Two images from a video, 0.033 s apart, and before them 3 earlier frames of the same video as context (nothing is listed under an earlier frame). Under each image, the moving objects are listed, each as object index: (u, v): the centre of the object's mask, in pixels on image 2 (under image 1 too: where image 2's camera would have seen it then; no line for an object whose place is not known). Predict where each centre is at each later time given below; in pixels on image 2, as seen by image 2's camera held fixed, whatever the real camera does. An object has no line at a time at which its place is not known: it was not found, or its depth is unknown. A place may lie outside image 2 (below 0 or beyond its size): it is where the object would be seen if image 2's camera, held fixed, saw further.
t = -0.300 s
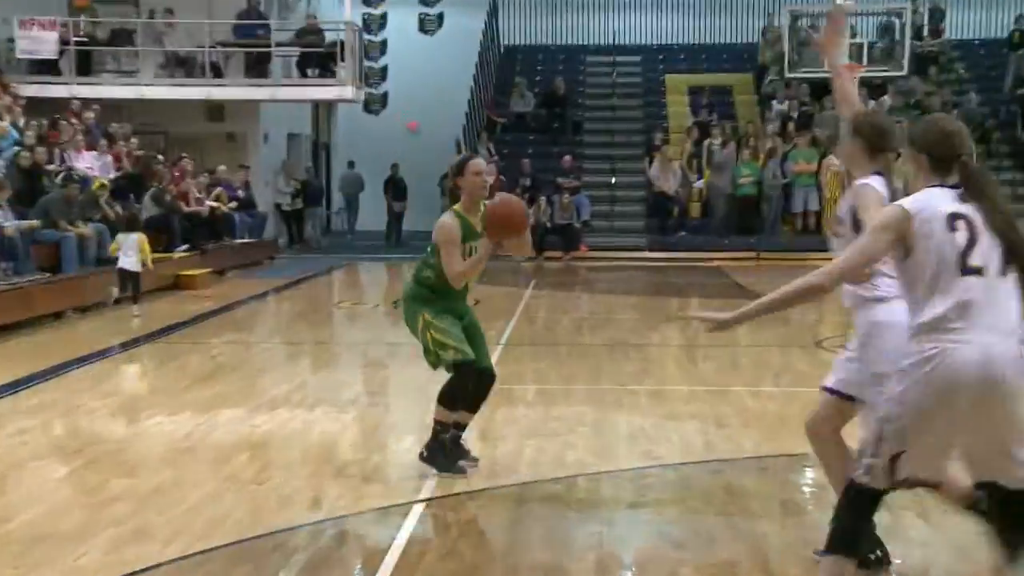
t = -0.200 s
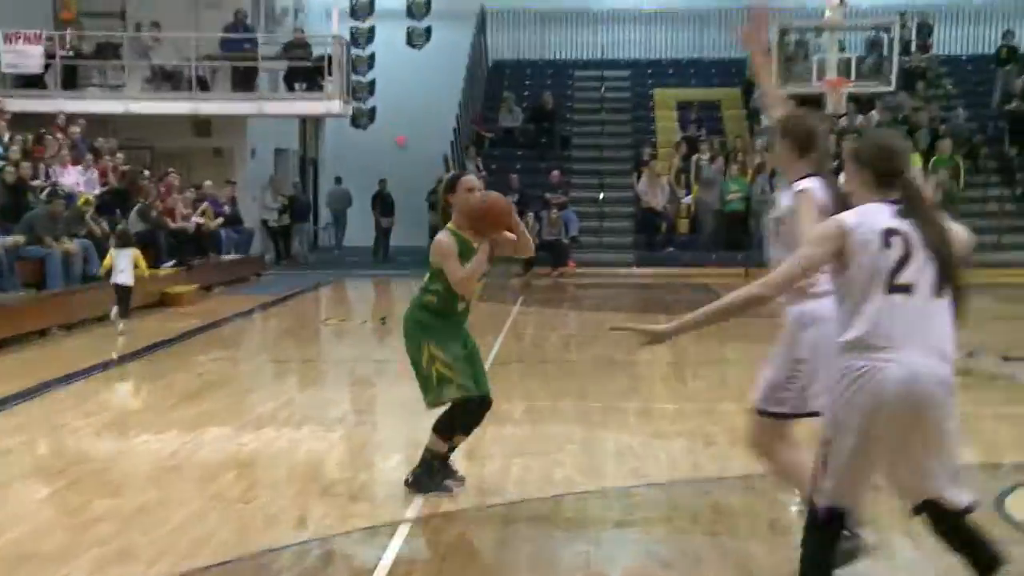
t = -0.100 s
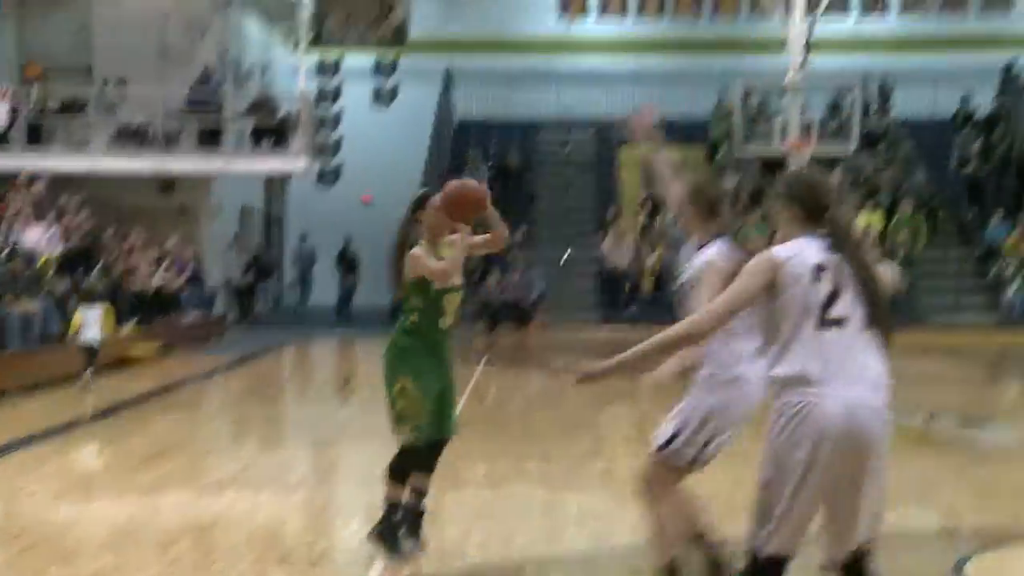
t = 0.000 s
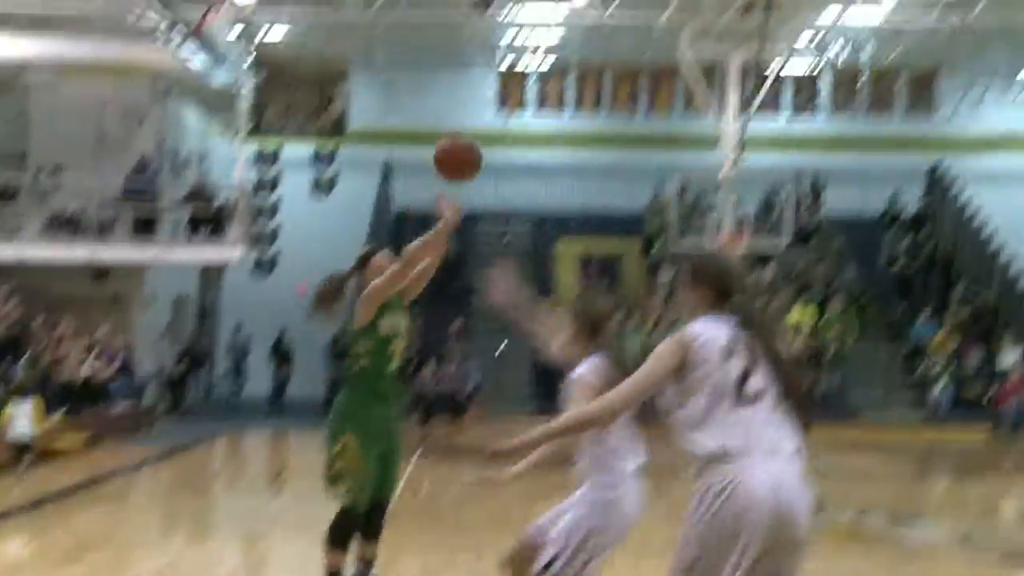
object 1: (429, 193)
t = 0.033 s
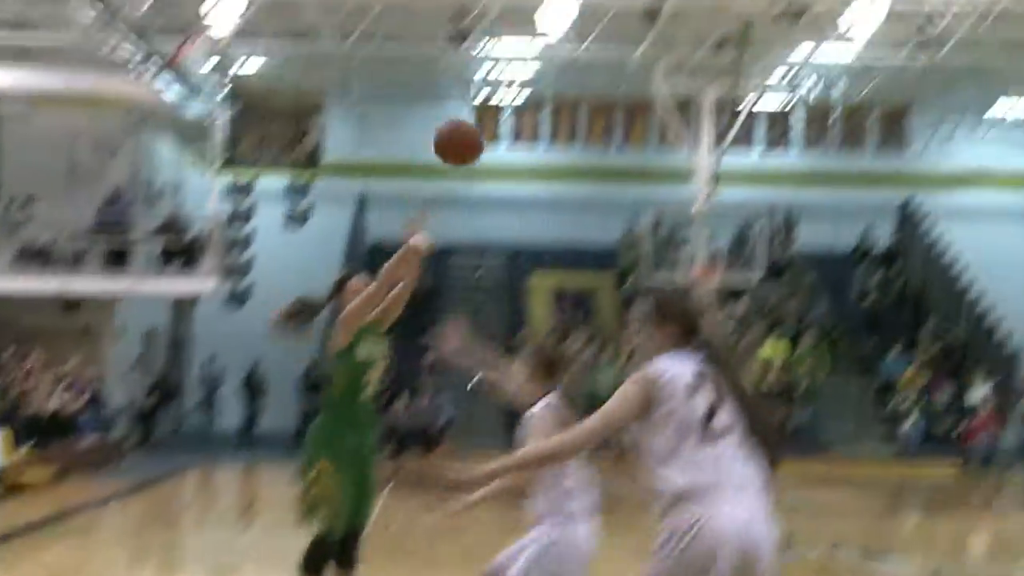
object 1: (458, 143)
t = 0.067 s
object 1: (484, 97)
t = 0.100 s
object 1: (510, 53)
